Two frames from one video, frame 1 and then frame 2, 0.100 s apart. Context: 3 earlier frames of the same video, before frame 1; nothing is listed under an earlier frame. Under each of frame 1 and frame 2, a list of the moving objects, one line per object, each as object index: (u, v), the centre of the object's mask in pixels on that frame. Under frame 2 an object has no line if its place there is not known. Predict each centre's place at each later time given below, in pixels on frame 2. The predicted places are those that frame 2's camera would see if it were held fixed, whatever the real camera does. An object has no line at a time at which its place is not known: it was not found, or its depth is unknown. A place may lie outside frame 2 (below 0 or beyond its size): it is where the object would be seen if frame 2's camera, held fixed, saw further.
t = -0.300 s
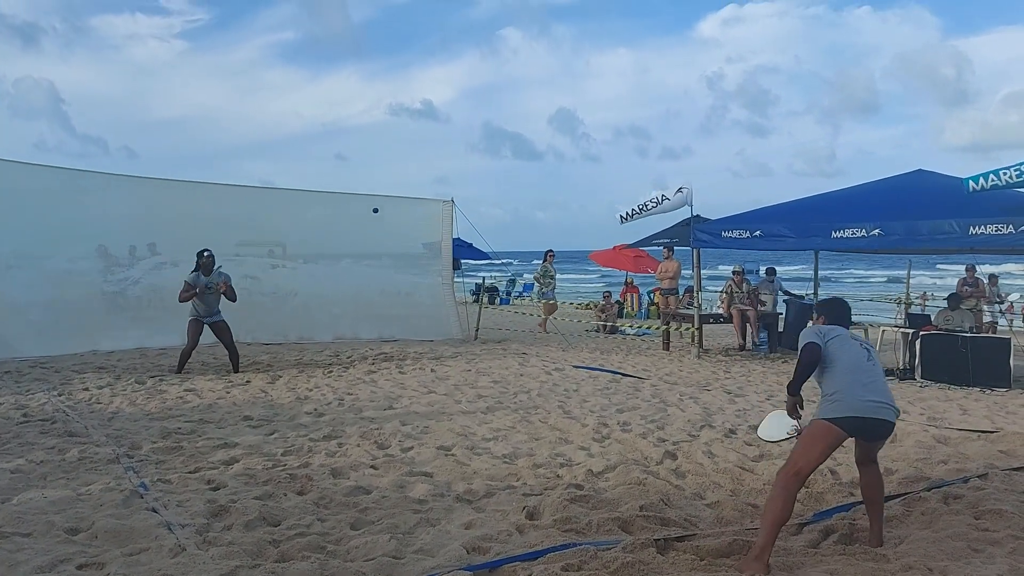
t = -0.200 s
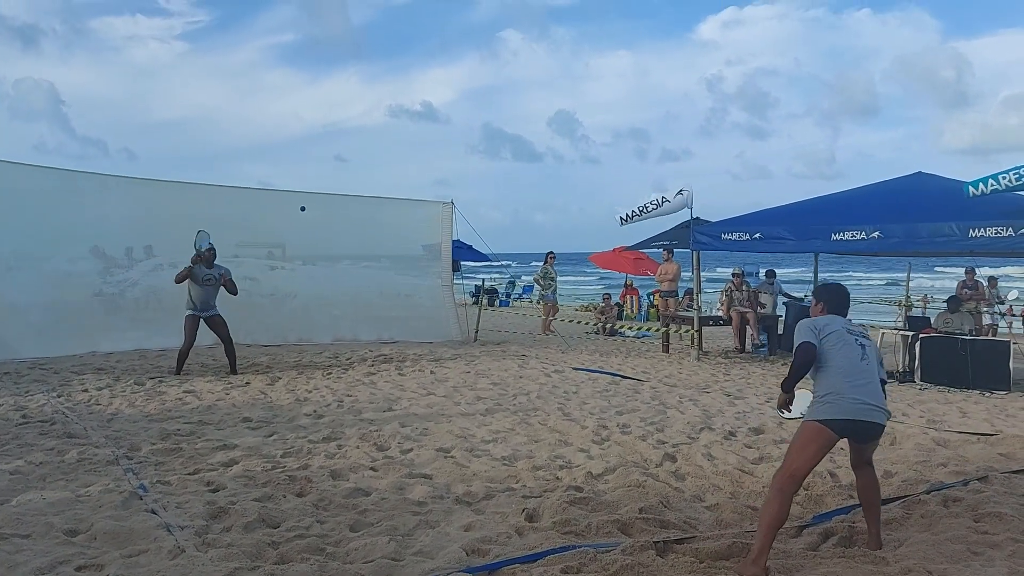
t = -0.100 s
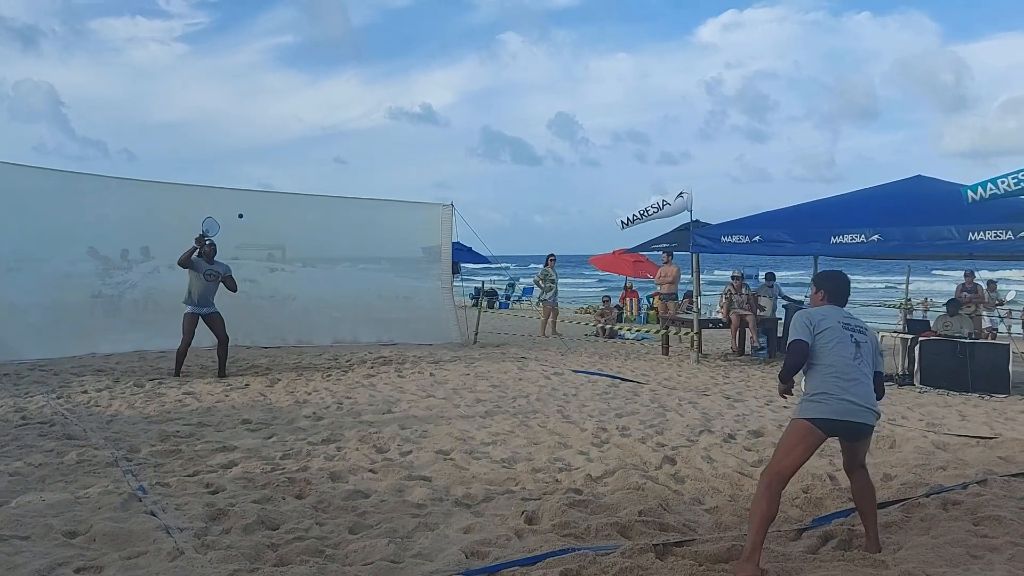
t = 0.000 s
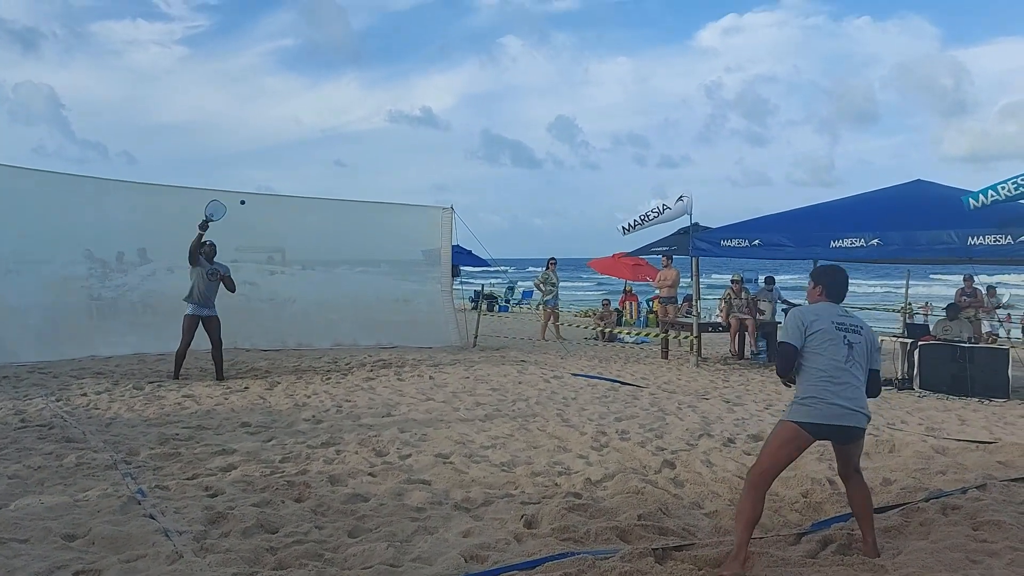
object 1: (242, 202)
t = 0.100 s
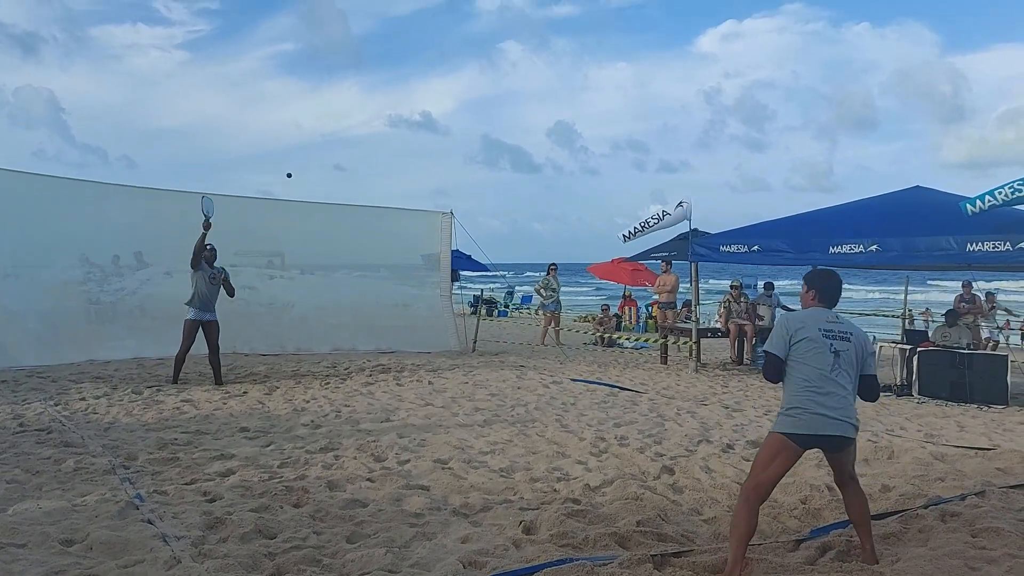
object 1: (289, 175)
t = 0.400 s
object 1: (462, 124)
